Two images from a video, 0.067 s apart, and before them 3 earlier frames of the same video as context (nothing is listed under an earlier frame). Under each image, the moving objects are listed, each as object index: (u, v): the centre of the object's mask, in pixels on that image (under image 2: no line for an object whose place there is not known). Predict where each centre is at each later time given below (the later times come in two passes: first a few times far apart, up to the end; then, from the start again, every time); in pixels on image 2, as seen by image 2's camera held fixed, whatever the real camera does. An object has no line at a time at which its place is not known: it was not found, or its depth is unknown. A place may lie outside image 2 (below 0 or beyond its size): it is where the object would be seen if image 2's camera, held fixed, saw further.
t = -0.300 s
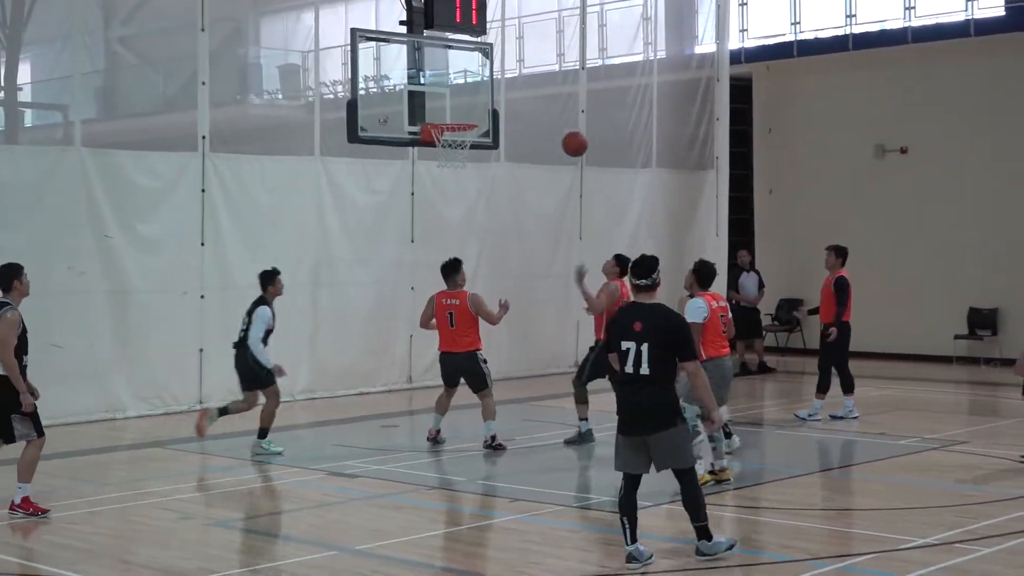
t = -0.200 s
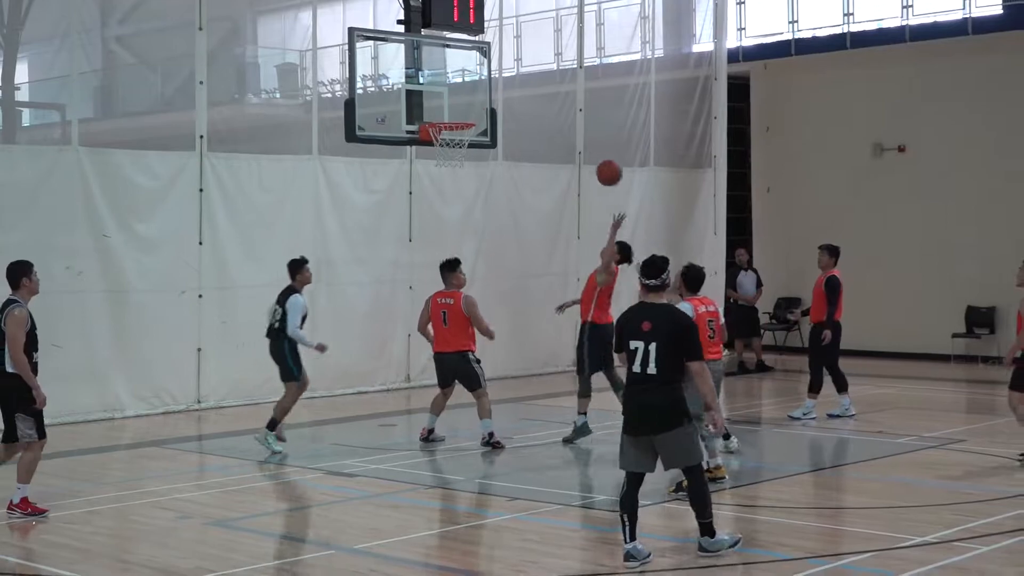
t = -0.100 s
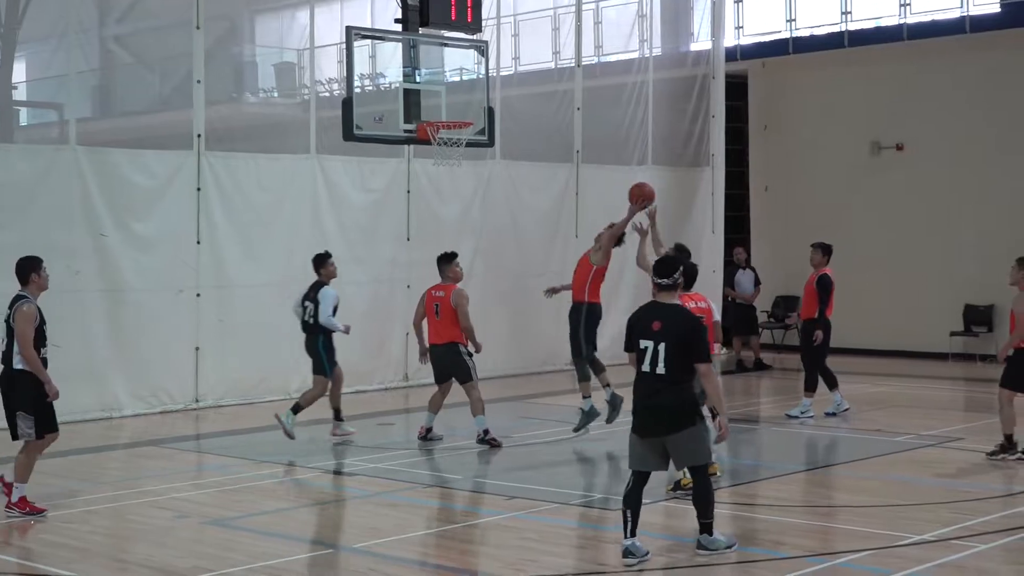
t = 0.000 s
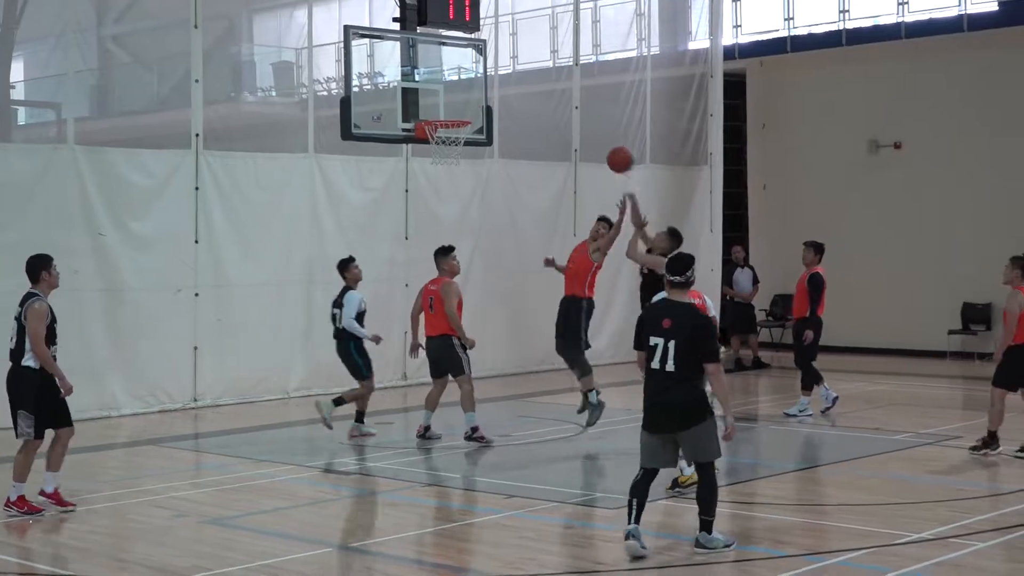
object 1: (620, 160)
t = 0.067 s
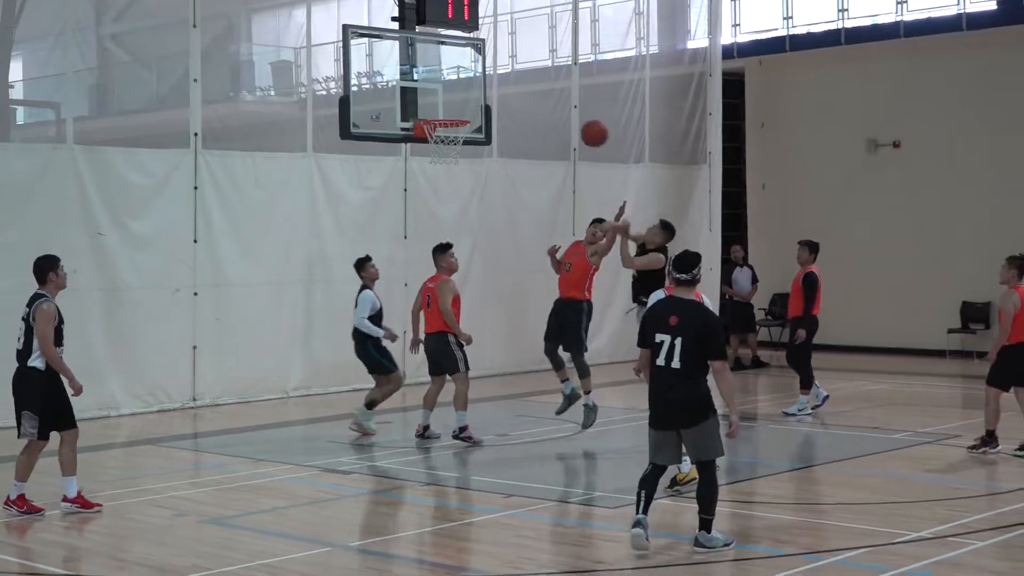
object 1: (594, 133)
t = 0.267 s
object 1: (513, 82)
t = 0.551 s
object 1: (381, 88)
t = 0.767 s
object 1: (264, 170)
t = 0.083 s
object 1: (588, 128)
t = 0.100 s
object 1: (581, 122)
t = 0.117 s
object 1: (575, 117)
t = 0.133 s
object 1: (568, 112)
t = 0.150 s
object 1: (561, 107)
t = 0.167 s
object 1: (555, 103)
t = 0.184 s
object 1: (548, 99)
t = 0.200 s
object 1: (541, 95)
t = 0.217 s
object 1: (534, 91)
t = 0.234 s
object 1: (527, 88)
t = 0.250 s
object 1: (520, 85)
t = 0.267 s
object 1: (513, 82)
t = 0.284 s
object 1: (506, 80)
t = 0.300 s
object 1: (499, 78)
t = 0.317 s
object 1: (492, 76)
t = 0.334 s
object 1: (484, 75)
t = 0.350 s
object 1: (477, 74)
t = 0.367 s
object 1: (469, 73)
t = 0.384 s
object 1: (462, 72)
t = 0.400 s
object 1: (454, 72)
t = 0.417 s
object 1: (446, 72)
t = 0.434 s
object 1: (438, 73)
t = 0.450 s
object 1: (431, 74)
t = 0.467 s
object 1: (423, 75)
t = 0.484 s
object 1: (414, 77)
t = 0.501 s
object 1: (406, 79)
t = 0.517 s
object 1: (398, 82)
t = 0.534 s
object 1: (390, 85)
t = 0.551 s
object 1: (381, 88)
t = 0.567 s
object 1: (373, 91)
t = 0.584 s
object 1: (364, 96)
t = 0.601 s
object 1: (356, 100)
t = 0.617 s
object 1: (347, 105)
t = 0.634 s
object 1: (338, 110)
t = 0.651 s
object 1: (329, 116)
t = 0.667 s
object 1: (320, 122)
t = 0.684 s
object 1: (311, 129)
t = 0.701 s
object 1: (302, 136)
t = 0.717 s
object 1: (292, 143)
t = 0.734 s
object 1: (283, 152)
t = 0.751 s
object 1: (274, 161)
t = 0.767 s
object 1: (264, 170)
